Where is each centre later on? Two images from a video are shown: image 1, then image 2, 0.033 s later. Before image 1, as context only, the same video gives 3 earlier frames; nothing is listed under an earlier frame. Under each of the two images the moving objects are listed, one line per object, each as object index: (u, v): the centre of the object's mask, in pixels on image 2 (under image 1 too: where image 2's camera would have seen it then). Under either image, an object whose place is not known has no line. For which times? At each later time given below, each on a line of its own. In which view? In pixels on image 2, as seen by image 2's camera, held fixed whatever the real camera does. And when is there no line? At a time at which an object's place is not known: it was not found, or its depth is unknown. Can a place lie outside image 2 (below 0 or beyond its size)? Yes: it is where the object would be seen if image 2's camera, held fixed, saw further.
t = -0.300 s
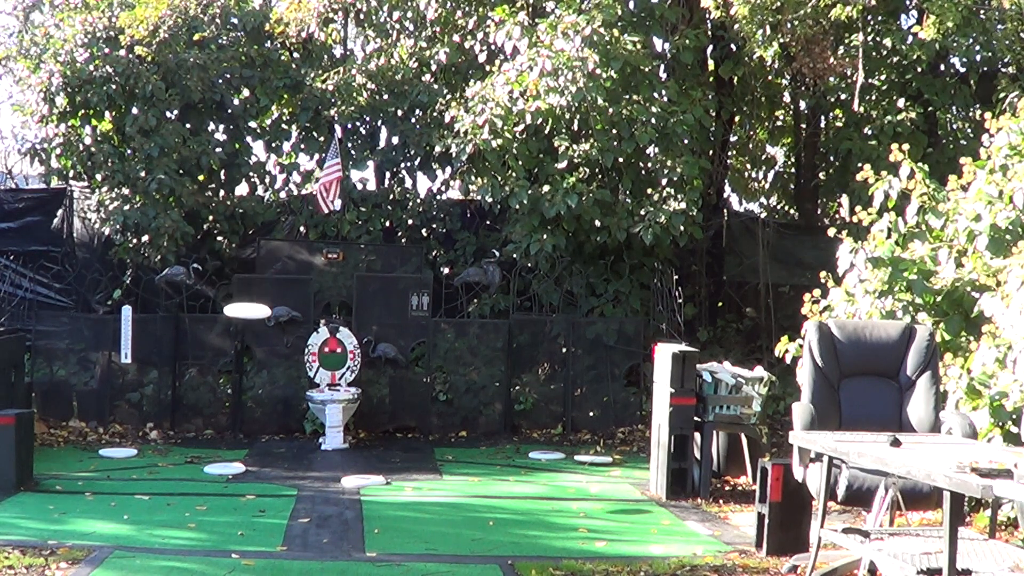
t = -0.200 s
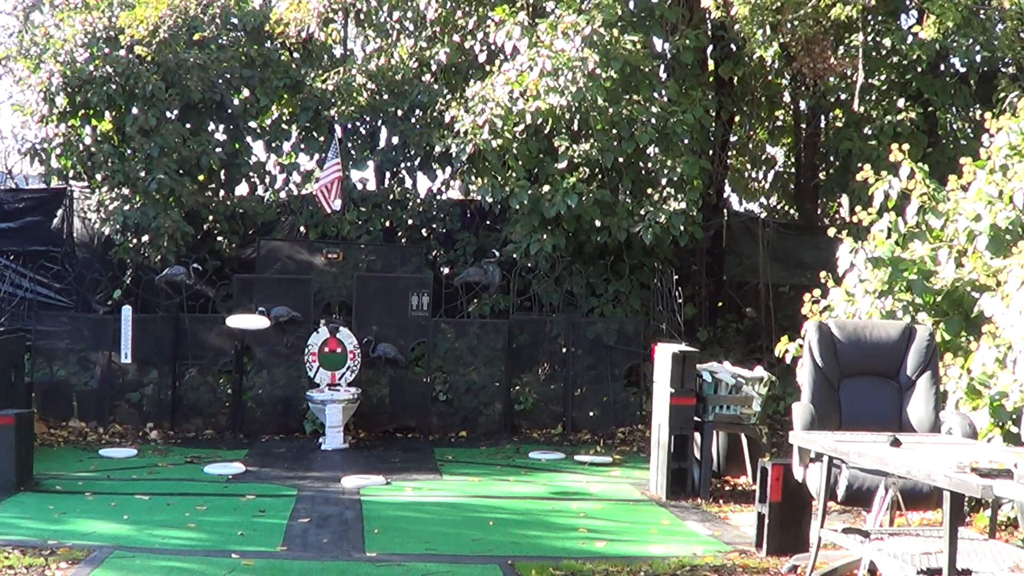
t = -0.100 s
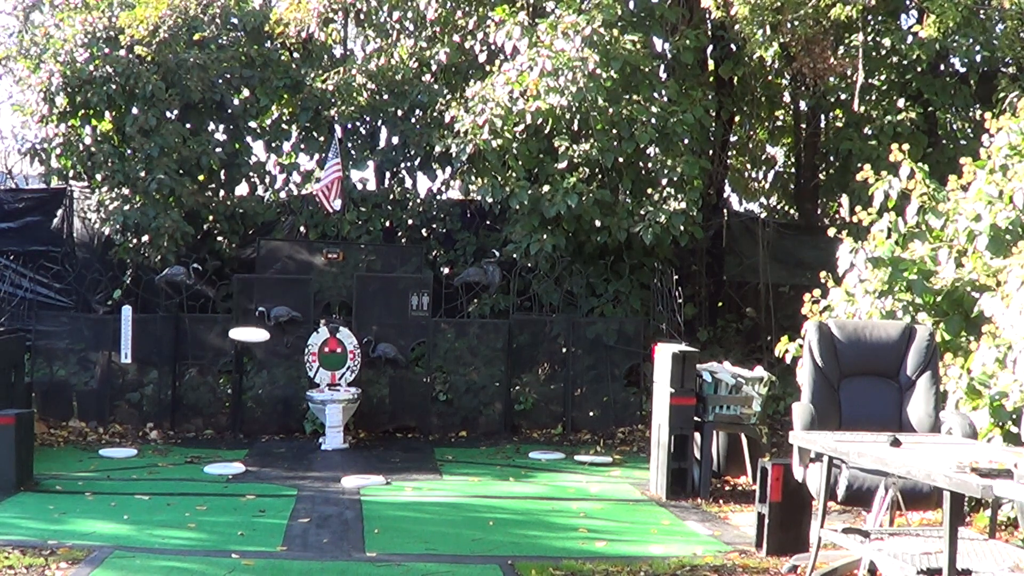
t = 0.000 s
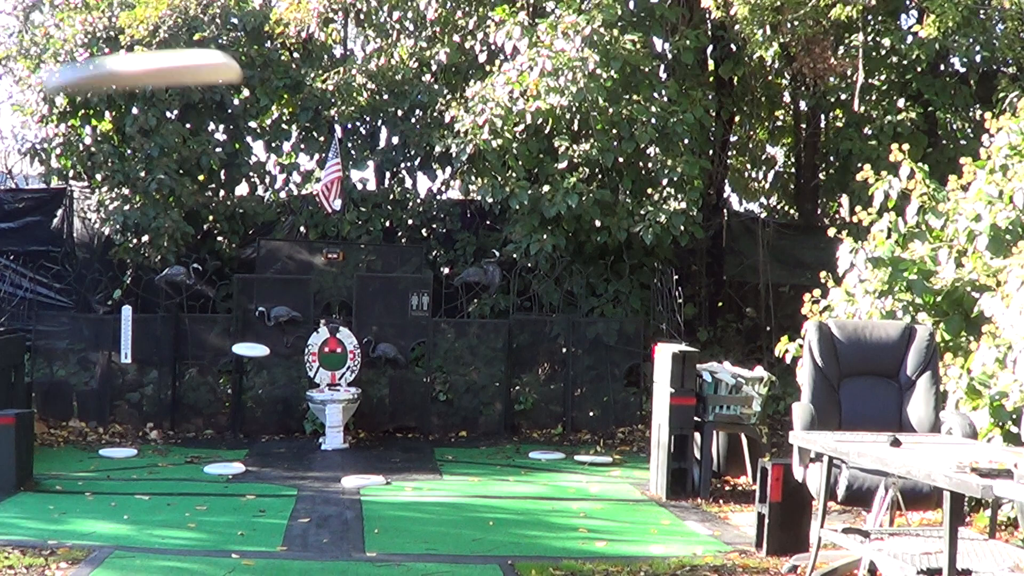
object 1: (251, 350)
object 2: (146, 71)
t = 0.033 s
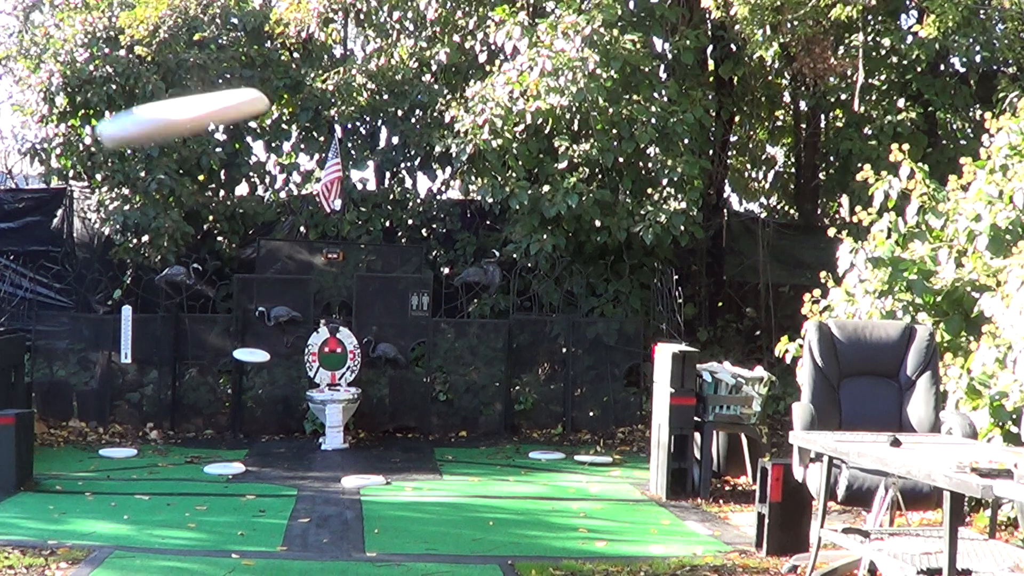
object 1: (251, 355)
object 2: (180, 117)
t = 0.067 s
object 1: (252, 361)
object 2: (211, 144)
